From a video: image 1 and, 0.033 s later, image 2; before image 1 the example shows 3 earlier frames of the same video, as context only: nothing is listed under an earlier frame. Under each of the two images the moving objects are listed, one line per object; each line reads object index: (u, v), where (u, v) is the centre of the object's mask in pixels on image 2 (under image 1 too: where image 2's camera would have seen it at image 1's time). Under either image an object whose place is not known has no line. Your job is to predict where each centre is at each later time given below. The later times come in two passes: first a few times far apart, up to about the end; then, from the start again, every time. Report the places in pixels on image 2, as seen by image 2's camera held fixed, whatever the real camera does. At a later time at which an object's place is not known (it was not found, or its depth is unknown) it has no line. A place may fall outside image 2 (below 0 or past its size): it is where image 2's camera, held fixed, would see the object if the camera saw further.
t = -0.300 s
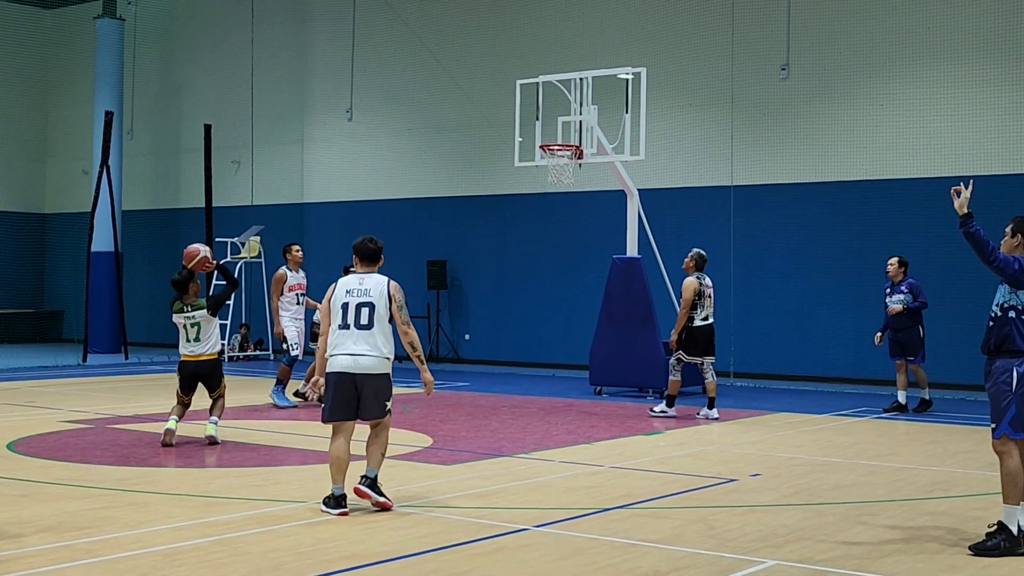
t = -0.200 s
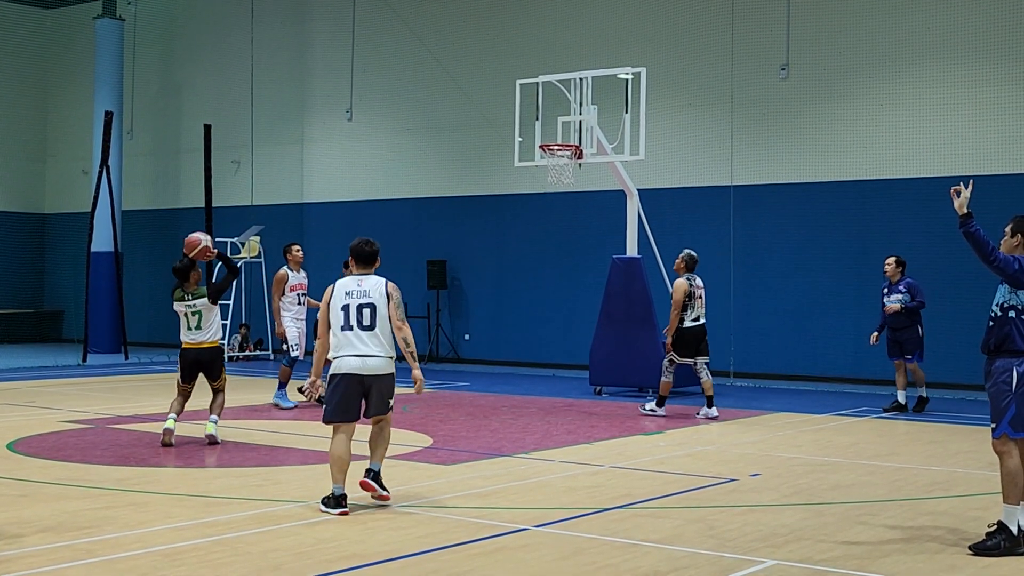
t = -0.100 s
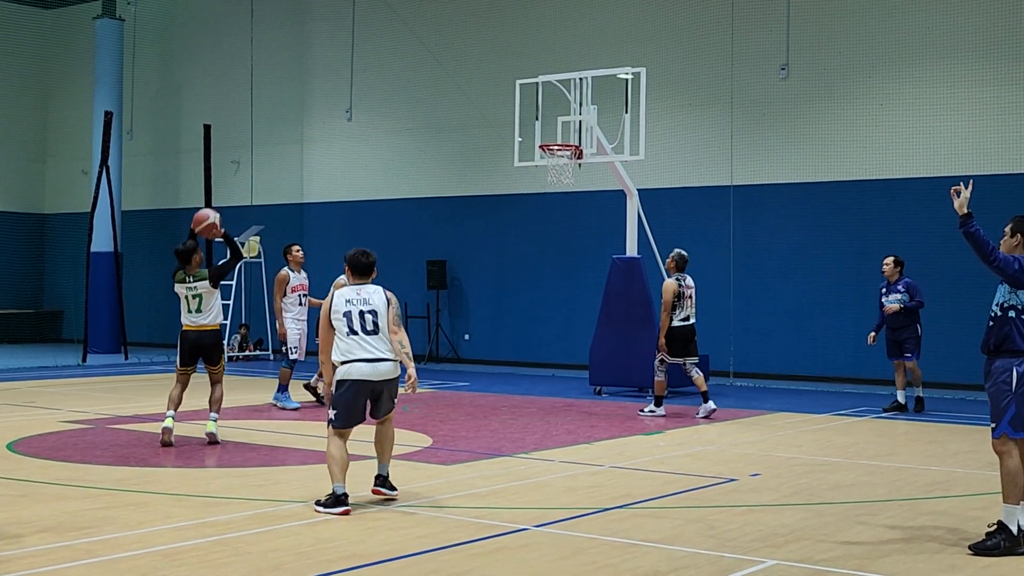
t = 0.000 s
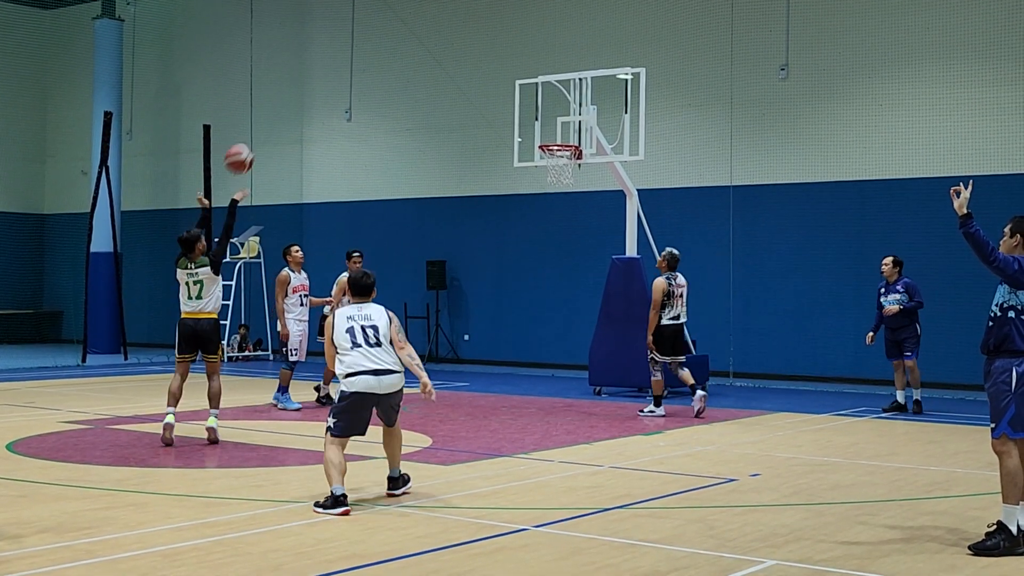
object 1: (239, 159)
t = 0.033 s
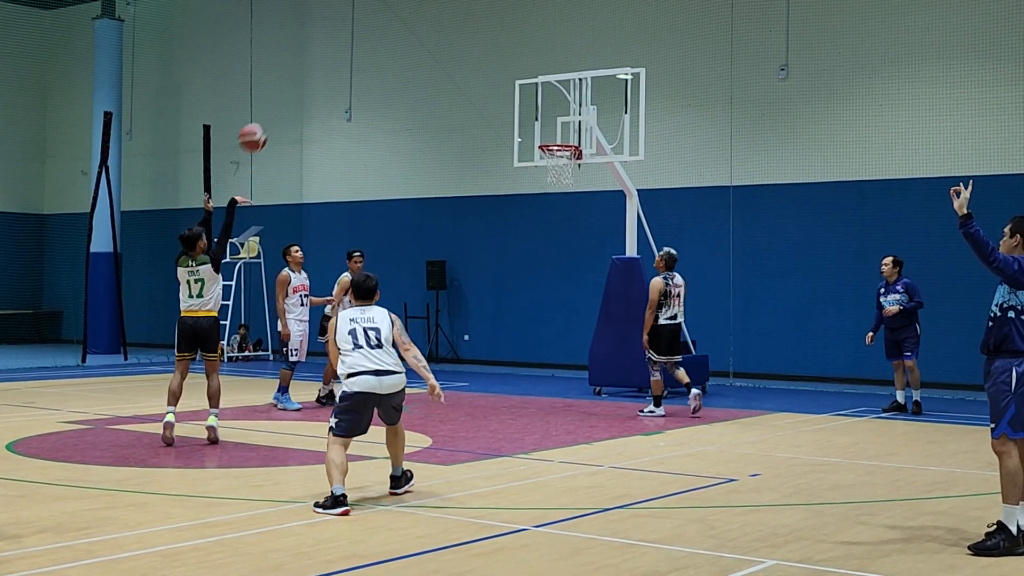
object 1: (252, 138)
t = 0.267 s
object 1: (337, 33)
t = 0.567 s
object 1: (427, 0)
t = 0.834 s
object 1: (495, 32)
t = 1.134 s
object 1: (558, 136)
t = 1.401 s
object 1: (587, 93)
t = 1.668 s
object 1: (618, 99)
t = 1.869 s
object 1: (644, 150)
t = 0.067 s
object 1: (266, 118)
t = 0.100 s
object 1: (278, 100)
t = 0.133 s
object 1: (291, 84)
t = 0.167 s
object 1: (303, 69)
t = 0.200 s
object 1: (314, 56)
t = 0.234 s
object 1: (326, 44)
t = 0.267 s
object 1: (337, 33)
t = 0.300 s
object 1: (347, 25)
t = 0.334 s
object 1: (358, 17)
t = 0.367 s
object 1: (369, 10)
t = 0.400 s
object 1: (379, 6)
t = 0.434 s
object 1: (389, 4)
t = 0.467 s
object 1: (399, 2)
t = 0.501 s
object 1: (408, 1)
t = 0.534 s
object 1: (418, 0)
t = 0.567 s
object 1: (427, 0)
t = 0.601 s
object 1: (436, 0)
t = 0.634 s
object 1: (445, 1)
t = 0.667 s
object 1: (454, 3)
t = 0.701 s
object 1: (462, 6)
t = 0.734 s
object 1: (471, 11)
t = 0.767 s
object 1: (479, 18)
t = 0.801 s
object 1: (487, 24)
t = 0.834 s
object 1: (495, 32)
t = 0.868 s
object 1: (502, 41)
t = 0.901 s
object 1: (510, 50)
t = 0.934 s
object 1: (517, 61)
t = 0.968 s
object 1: (524, 71)
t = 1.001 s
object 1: (531, 83)
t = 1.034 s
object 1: (539, 96)
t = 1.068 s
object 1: (545, 109)
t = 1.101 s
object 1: (552, 123)
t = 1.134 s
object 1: (558, 136)
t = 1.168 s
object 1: (562, 135)
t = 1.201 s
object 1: (566, 127)
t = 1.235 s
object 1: (569, 120)
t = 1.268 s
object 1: (573, 113)
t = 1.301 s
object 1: (576, 106)
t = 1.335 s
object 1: (579, 101)
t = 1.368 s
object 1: (583, 96)
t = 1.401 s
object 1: (587, 93)
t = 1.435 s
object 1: (591, 90)
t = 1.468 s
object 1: (595, 88)
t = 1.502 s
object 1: (598, 88)
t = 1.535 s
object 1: (602, 88)
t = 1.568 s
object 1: (606, 88)
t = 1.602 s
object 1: (610, 91)
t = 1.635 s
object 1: (614, 94)
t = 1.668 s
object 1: (618, 99)
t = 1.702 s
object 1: (622, 104)
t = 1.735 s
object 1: (626, 111)
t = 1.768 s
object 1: (631, 119)
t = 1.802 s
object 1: (635, 128)
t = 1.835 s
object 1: (639, 139)
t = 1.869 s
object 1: (644, 150)
